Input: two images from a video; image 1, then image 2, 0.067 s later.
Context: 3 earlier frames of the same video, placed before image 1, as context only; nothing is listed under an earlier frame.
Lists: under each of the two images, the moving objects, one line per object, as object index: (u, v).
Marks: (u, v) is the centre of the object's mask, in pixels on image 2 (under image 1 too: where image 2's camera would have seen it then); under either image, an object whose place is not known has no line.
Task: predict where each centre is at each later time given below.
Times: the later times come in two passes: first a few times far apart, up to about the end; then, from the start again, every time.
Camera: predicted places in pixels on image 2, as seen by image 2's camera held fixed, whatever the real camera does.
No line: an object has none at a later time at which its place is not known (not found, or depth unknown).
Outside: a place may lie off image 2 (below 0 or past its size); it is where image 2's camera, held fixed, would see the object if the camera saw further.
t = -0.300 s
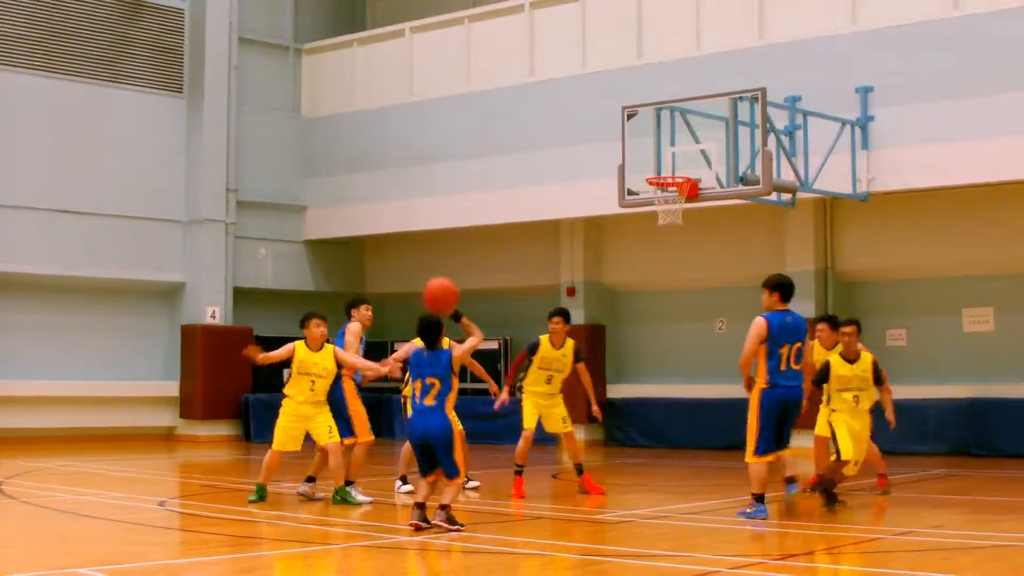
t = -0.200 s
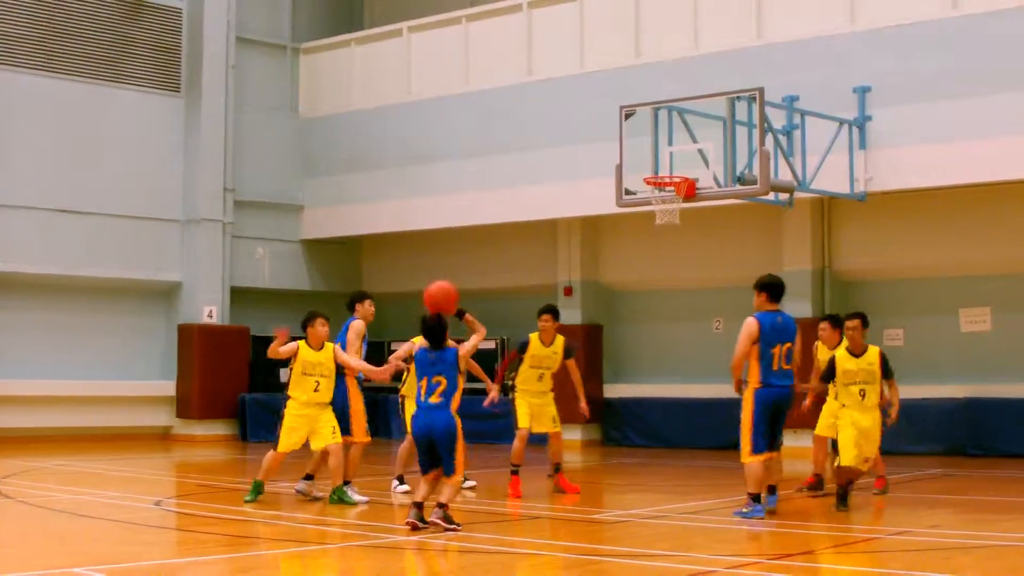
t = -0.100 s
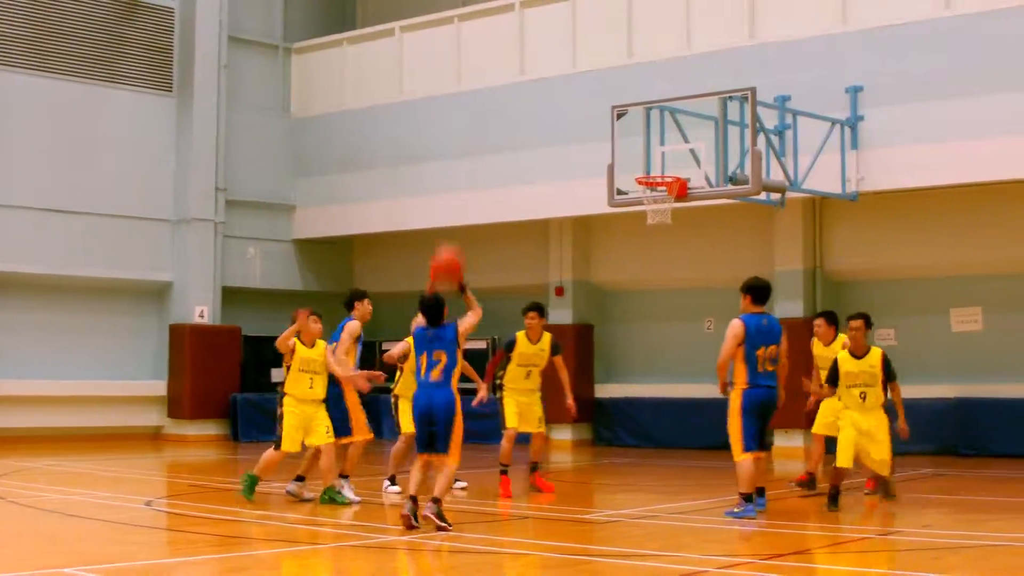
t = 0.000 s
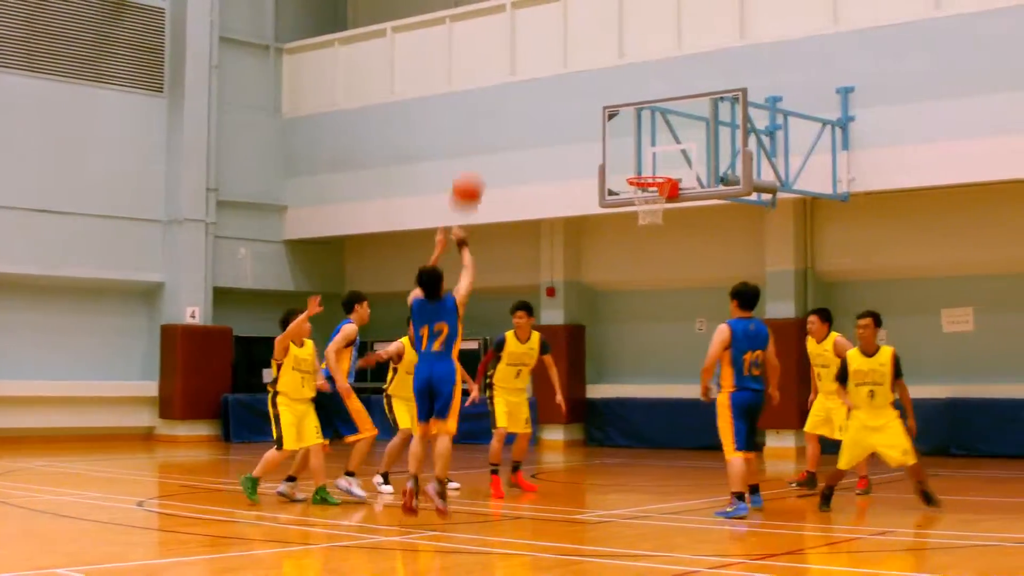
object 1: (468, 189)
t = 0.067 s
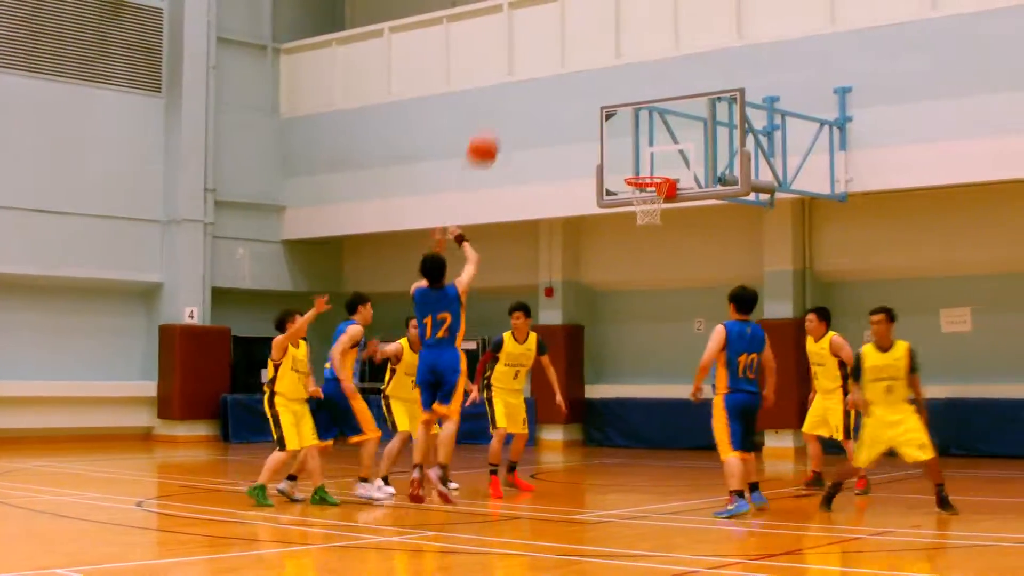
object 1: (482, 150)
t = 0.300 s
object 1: (537, 59)
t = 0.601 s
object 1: (592, 43)
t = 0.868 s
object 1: (634, 105)
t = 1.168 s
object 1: (654, 129)
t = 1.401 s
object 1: (636, 94)
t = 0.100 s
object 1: (491, 132)
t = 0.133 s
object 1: (499, 116)
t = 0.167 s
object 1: (507, 101)
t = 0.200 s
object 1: (515, 89)
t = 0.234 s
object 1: (522, 78)
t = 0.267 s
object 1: (530, 67)
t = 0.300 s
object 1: (537, 59)
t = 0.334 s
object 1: (543, 52)
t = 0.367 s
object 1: (550, 46)
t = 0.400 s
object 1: (556, 42)
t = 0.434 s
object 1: (563, 39)
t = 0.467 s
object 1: (569, 37)
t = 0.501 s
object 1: (575, 38)
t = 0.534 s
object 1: (581, 38)
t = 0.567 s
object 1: (586, 40)
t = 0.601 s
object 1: (592, 43)
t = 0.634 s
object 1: (598, 47)
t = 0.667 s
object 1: (603, 53)
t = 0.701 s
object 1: (608, 59)
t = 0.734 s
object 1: (614, 66)
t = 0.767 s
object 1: (619, 74)
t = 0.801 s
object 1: (624, 84)
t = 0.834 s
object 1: (629, 94)
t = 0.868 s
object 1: (634, 105)
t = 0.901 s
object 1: (639, 116)
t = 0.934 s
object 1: (644, 129)
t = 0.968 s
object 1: (648, 143)
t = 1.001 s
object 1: (653, 157)
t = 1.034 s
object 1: (658, 169)
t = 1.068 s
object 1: (659, 158)
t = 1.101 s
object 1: (658, 147)
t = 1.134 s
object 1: (656, 137)
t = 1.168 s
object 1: (654, 129)
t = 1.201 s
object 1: (651, 120)
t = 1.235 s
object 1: (649, 114)
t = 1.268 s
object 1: (646, 108)
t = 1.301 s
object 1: (644, 102)
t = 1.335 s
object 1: (641, 99)
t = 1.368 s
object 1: (639, 96)
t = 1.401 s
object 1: (636, 94)
